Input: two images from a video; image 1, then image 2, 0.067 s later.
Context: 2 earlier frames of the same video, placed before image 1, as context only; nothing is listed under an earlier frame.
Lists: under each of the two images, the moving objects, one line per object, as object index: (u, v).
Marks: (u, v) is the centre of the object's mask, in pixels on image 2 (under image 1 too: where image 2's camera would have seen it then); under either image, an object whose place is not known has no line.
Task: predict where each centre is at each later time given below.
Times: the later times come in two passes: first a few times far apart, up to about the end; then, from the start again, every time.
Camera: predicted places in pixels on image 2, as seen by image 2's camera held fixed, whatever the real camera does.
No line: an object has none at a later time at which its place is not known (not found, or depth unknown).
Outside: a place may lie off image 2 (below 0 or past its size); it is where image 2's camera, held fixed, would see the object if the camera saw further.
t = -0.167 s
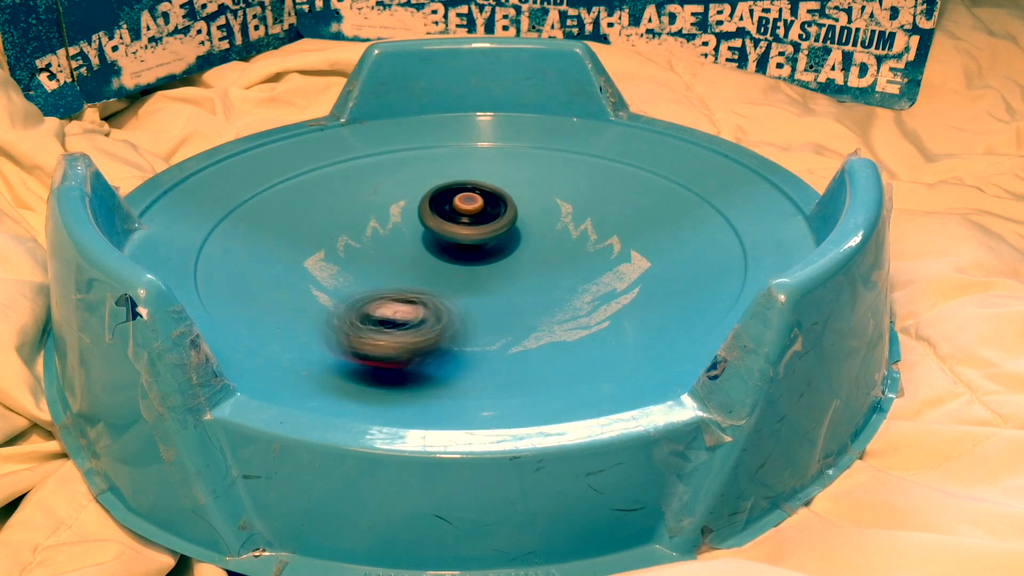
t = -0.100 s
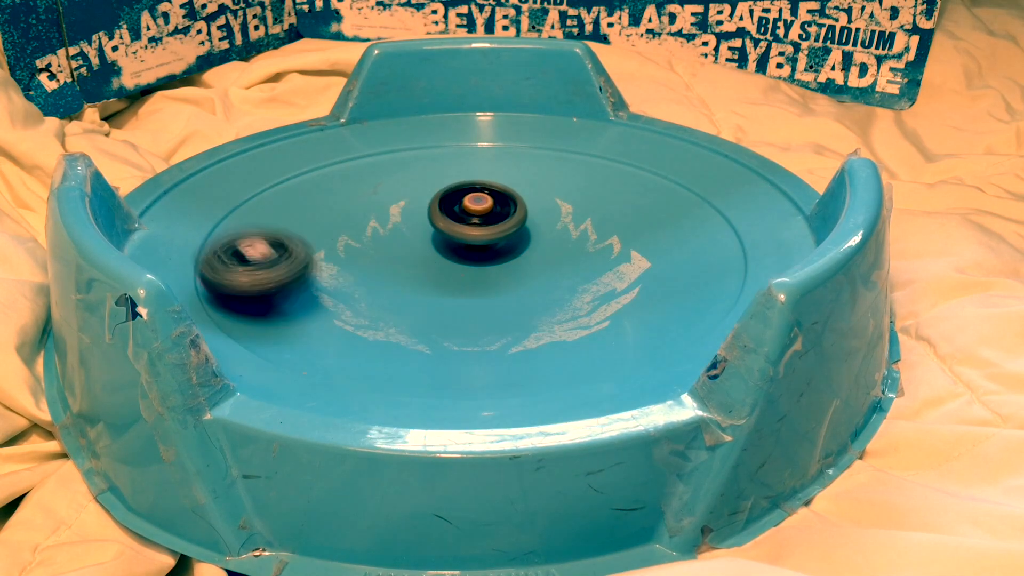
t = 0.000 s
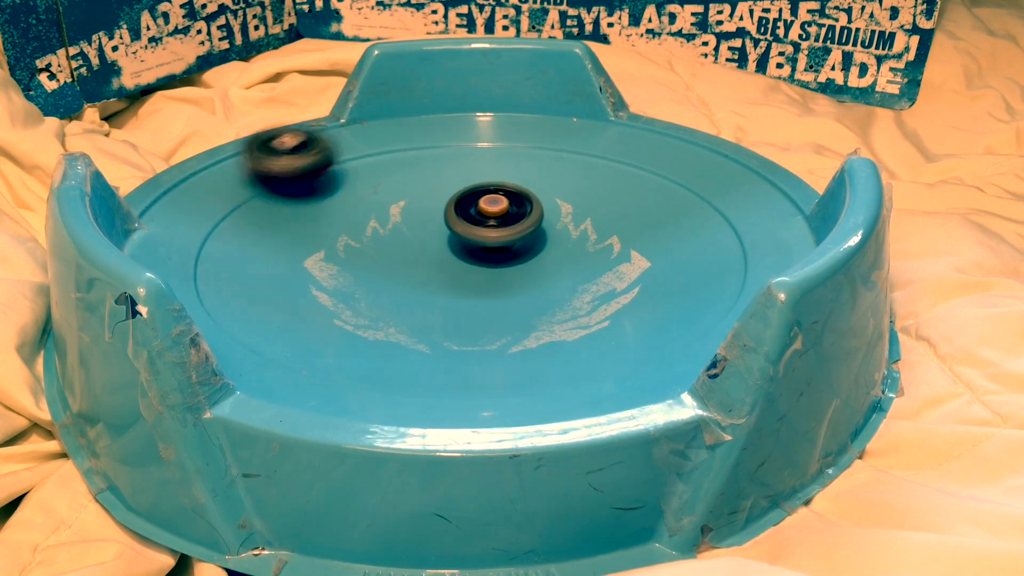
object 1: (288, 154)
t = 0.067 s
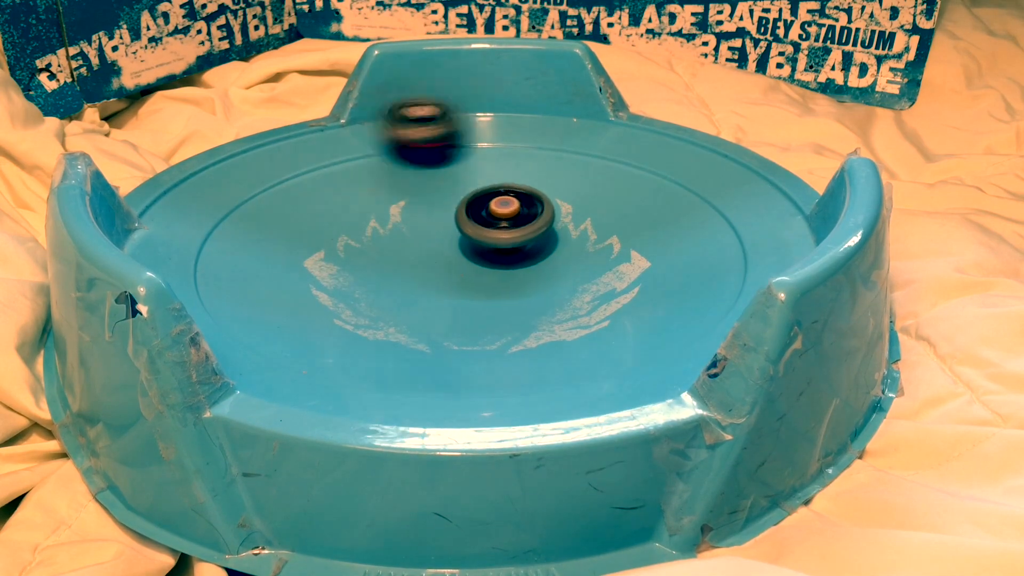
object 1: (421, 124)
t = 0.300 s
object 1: (617, 304)
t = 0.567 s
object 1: (294, 166)
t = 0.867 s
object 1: (678, 305)
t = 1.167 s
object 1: (378, 149)
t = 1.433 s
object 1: (673, 274)
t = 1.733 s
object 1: (295, 151)
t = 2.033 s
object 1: (647, 300)
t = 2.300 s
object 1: (289, 196)
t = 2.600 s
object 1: (711, 253)
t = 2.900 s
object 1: (295, 172)
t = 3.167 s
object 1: (661, 231)
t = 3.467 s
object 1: (251, 215)
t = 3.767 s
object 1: (702, 238)
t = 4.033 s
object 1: (287, 234)
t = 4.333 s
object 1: (653, 205)
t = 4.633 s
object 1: (247, 226)
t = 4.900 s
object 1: (645, 207)
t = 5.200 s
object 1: (303, 251)
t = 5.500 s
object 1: (648, 203)
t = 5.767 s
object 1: (270, 249)
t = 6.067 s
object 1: (631, 224)
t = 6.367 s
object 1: (319, 238)
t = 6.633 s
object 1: (643, 203)
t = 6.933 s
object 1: (289, 223)
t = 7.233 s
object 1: (623, 254)
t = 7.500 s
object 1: (330, 238)
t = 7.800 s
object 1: (638, 243)
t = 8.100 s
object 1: (331, 190)
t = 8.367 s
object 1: (605, 269)
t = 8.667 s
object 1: (385, 205)
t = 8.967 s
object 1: (612, 294)
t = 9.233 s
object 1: (519, 309)
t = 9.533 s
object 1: (570, 291)
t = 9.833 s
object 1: (482, 275)
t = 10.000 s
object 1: (430, 271)
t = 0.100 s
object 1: (492, 124)
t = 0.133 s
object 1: (557, 133)
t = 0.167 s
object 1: (614, 153)
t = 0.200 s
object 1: (656, 186)
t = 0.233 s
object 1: (675, 224)
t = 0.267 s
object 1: (665, 266)
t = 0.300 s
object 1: (617, 304)
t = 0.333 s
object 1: (529, 331)
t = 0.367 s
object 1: (428, 338)
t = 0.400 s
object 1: (324, 327)
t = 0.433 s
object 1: (248, 298)
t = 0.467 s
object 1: (209, 259)
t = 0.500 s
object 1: (211, 220)
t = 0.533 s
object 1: (243, 189)
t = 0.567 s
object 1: (294, 166)
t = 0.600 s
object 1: (359, 151)
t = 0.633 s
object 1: (429, 145)
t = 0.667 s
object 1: (501, 147)
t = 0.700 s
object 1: (572, 155)
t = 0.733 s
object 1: (635, 173)
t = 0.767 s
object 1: (684, 197)
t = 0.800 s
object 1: (715, 230)
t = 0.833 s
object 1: (716, 267)
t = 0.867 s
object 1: (678, 305)
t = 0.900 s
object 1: (591, 336)
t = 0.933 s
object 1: (483, 346)
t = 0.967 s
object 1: (382, 336)
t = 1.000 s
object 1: (310, 311)
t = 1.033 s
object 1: (269, 276)
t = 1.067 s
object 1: (262, 238)
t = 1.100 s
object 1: (283, 202)
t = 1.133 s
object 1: (324, 172)
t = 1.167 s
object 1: (378, 149)
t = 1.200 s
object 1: (438, 134)
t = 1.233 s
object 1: (503, 128)
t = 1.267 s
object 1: (567, 129)
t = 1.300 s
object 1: (624, 140)
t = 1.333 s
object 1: (671, 162)
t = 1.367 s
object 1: (700, 195)
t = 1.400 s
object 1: (703, 234)
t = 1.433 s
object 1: (673, 274)
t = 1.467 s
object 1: (606, 309)
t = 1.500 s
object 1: (513, 328)
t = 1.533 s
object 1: (412, 327)
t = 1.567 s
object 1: (321, 310)
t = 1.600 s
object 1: (256, 279)
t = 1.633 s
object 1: (225, 243)
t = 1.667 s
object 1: (225, 207)
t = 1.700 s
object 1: (249, 174)
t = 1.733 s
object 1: (295, 151)
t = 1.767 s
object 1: (356, 136)
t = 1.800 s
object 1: (419, 131)
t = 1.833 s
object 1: (486, 136)
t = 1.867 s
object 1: (550, 148)
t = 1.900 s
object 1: (605, 168)
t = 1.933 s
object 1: (650, 195)
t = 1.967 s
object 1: (676, 229)
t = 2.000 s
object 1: (677, 263)
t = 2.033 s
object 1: (647, 300)
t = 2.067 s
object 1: (582, 329)
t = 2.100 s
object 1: (491, 346)
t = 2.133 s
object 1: (392, 346)
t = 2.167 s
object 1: (309, 325)
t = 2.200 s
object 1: (258, 294)
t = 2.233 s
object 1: (240, 261)
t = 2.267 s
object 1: (254, 223)
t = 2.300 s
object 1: (289, 196)
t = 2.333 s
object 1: (340, 174)
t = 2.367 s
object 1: (401, 157)
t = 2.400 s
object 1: (466, 147)
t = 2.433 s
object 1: (530, 145)
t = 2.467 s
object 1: (594, 150)
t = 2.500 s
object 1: (650, 164)
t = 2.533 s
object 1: (693, 186)
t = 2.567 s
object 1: (715, 216)
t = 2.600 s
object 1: (711, 253)
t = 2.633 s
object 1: (673, 288)
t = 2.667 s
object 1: (597, 316)
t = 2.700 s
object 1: (500, 329)
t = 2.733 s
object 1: (408, 324)
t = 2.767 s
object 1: (332, 303)
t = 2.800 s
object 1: (282, 272)
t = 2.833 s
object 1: (262, 237)
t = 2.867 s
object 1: (268, 200)
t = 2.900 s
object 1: (295, 172)
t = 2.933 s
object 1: (336, 147)
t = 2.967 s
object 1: (389, 134)
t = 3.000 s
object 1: (448, 128)
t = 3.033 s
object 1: (508, 132)
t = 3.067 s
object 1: (563, 144)
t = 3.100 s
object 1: (612, 167)
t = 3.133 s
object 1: (646, 195)
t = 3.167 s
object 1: (661, 231)
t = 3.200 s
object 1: (650, 266)
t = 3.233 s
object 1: (610, 300)
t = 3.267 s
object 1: (539, 324)
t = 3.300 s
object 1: (451, 334)
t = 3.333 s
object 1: (361, 329)
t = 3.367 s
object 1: (287, 308)
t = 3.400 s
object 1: (243, 278)
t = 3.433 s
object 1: (232, 246)
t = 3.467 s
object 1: (251, 215)
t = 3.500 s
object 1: (290, 189)
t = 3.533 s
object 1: (344, 172)
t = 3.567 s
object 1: (405, 161)
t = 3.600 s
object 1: (470, 158)
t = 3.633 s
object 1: (534, 159)
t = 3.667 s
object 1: (593, 168)
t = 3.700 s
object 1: (645, 184)
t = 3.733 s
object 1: (683, 207)
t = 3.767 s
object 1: (702, 238)
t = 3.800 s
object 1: (692, 270)
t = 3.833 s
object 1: (649, 302)
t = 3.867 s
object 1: (573, 324)
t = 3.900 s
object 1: (483, 332)
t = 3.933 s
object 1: (397, 323)
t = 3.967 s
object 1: (334, 299)
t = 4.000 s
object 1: (297, 269)
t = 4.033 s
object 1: (287, 234)
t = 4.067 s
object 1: (301, 202)
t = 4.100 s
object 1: (331, 175)
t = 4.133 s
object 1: (375, 153)
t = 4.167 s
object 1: (426, 141)
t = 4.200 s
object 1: (482, 134)
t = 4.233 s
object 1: (539, 138)
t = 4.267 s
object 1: (590, 151)
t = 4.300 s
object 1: (630, 173)
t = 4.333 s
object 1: (653, 205)
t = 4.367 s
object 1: (655, 240)
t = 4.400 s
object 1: (629, 275)
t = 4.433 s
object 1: (576, 304)
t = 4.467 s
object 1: (500, 321)
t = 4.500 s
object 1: (417, 323)
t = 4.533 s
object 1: (338, 311)
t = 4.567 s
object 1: (278, 286)
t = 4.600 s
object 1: (247, 257)
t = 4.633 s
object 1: (247, 226)
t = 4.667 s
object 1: (272, 197)
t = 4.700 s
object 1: (315, 178)
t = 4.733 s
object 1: (370, 167)
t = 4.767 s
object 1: (430, 161)
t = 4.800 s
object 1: (491, 163)
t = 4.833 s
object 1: (551, 172)
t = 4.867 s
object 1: (604, 187)
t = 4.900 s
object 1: (645, 207)
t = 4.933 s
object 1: (670, 234)
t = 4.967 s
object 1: (673, 263)
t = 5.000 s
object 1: (647, 294)
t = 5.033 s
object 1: (588, 318)
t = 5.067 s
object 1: (507, 331)
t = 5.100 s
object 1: (427, 327)
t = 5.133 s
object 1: (359, 310)
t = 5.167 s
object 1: (318, 283)
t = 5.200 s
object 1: (303, 251)
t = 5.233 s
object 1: (311, 220)
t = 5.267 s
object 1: (337, 193)
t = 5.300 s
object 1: (376, 172)
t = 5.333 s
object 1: (425, 157)
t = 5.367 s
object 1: (479, 148)
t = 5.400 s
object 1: (533, 147)
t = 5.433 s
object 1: (583, 156)
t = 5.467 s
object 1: (625, 176)
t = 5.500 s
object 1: (648, 203)
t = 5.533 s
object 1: (650, 235)
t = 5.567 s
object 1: (626, 267)
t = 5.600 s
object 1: (573, 296)
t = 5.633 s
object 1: (503, 312)
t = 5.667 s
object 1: (425, 315)
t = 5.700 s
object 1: (353, 302)
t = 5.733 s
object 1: (298, 278)
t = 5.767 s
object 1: (270, 249)
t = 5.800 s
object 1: (269, 222)
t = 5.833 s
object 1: (292, 196)
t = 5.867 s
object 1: (332, 177)
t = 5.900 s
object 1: (385, 167)
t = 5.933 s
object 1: (443, 166)
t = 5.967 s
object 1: (500, 171)
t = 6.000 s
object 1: (554, 182)
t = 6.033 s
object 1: (599, 201)
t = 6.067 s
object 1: (631, 224)
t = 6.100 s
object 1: (644, 250)
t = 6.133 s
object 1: (635, 280)
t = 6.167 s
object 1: (598, 307)
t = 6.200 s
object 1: (532, 324)
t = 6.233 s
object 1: (459, 327)
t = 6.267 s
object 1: (389, 317)
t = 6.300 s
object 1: (340, 295)
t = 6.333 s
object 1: (318, 268)
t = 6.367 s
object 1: (319, 238)
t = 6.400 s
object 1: (341, 213)
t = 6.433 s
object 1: (375, 190)
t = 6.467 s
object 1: (420, 173)
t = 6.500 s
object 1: (471, 162)
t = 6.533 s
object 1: (523, 159)
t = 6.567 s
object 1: (574, 165)
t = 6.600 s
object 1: (616, 178)
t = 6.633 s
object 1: (643, 203)
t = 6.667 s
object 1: (648, 231)
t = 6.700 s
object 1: (628, 262)
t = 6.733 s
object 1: (579, 290)
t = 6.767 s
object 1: (515, 305)
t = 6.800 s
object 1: (443, 308)
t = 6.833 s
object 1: (375, 298)
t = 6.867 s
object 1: (322, 276)
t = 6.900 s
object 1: (293, 249)
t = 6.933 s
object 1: (289, 223)
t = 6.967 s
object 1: (305, 197)
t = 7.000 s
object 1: (340, 179)
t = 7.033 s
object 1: (390, 169)
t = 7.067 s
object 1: (444, 167)
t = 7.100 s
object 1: (498, 173)
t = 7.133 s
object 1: (547, 187)
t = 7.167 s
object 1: (586, 205)
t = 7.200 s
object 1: (615, 230)
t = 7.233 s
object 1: (623, 254)
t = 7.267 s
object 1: (610, 282)
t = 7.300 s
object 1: (572, 306)
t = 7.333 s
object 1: (511, 321)
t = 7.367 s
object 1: (444, 324)
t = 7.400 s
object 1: (379, 311)
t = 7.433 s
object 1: (339, 290)
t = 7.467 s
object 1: (323, 263)
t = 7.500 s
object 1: (330, 238)
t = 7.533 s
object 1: (355, 214)
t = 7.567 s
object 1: (391, 194)
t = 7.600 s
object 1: (437, 180)
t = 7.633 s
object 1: (487, 171)
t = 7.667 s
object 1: (538, 170)
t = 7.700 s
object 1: (584, 176)
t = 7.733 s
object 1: (621, 191)
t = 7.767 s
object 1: (640, 215)
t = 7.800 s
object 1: (638, 243)
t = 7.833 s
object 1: (609, 272)
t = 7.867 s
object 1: (558, 293)
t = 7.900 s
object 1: (492, 303)
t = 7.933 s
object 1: (425, 301)
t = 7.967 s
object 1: (368, 288)
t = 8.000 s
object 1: (325, 265)
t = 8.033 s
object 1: (306, 239)
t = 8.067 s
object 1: (309, 212)
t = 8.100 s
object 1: (331, 190)
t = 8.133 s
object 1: (370, 177)
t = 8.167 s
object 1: (418, 171)
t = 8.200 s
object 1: (469, 172)
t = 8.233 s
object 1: (518, 181)
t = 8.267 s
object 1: (560, 199)
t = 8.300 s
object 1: (591, 219)
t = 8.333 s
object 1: (607, 243)
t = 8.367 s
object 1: (605, 269)
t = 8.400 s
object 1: (579, 293)
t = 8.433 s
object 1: (532, 312)
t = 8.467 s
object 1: (470, 320)
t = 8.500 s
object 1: (406, 313)
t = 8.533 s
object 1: (358, 295)
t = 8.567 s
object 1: (334, 272)
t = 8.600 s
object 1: (333, 248)
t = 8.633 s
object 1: (352, 225)
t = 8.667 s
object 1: (385, 205)
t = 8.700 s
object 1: (426, 190)
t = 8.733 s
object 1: (473, 180)
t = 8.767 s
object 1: (521, 178)
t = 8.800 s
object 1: (568, 180)
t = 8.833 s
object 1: (607, 193)
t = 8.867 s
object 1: (629, 213)
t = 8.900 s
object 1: (632, 239)
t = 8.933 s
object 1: (624, 271)
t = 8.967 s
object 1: (612, 294)
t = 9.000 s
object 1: (591, 305)
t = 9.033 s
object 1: (571, 308)
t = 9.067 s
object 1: (552, 308)
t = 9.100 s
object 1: (534, 306)
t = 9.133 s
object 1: (519, 303)
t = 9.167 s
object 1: (508, 300)
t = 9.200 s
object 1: (520, 308)
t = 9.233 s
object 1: (519, 309)
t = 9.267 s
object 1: (512, 307)
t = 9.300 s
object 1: (504, 303)
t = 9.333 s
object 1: (497, 298)
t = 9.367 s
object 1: (491, 293)
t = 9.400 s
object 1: (486, 288)
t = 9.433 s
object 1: (481, 283)
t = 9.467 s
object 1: (484, 279)
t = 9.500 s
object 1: (537, 288)
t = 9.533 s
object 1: (570, 291)
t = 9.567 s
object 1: (573, 289)
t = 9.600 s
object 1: (563, 288)
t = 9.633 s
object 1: (551, 287)
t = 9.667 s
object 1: (539, 284)
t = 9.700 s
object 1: (527, 282)
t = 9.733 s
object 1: (515, 280)
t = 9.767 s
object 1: (504, 278)
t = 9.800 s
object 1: (492, 277)
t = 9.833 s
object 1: (482, 275)
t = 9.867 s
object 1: (470, 274)
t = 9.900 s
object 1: (460, 273)
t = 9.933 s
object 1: (449, 272)
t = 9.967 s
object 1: (440, 271)
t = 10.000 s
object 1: (430, 271)
